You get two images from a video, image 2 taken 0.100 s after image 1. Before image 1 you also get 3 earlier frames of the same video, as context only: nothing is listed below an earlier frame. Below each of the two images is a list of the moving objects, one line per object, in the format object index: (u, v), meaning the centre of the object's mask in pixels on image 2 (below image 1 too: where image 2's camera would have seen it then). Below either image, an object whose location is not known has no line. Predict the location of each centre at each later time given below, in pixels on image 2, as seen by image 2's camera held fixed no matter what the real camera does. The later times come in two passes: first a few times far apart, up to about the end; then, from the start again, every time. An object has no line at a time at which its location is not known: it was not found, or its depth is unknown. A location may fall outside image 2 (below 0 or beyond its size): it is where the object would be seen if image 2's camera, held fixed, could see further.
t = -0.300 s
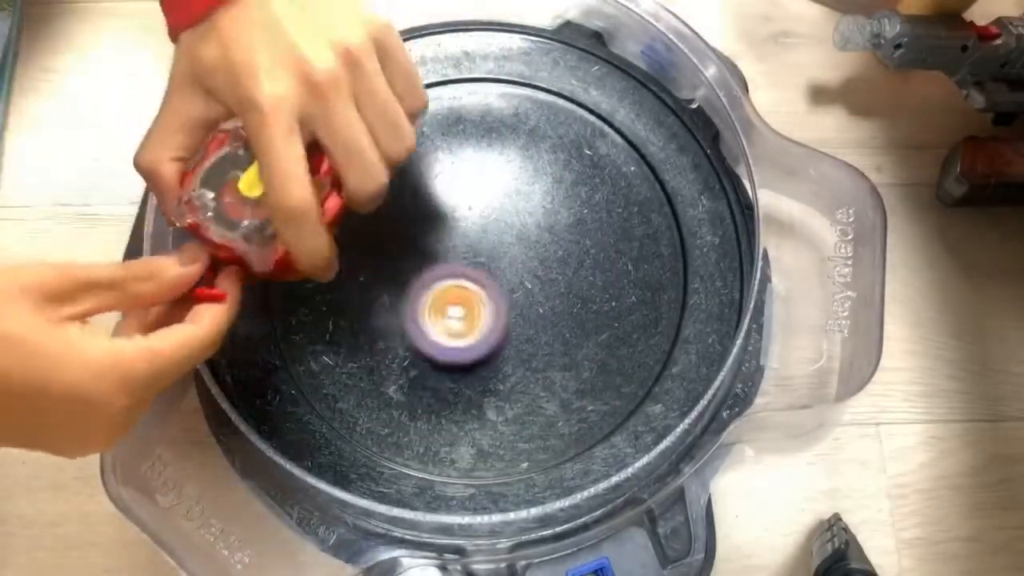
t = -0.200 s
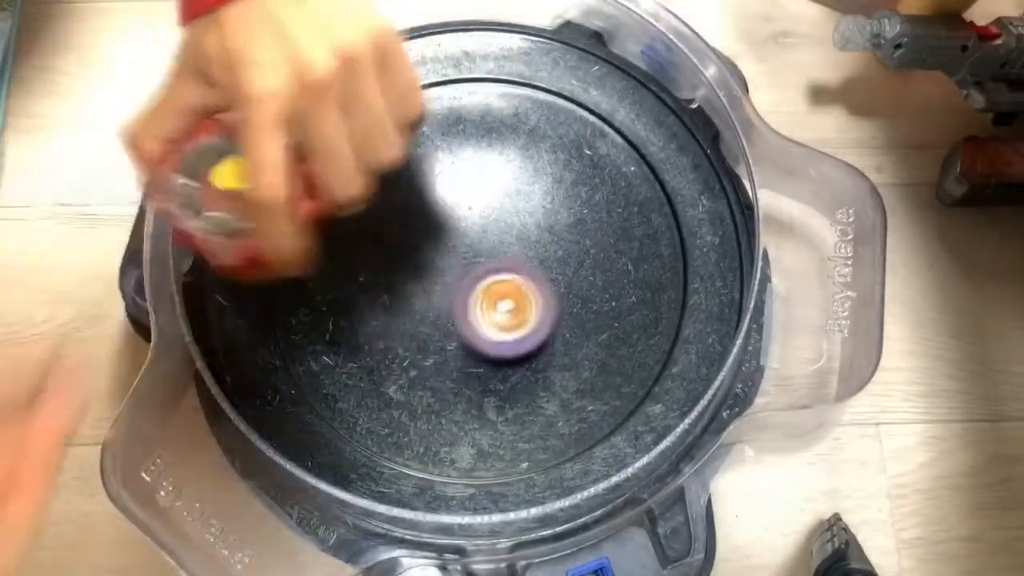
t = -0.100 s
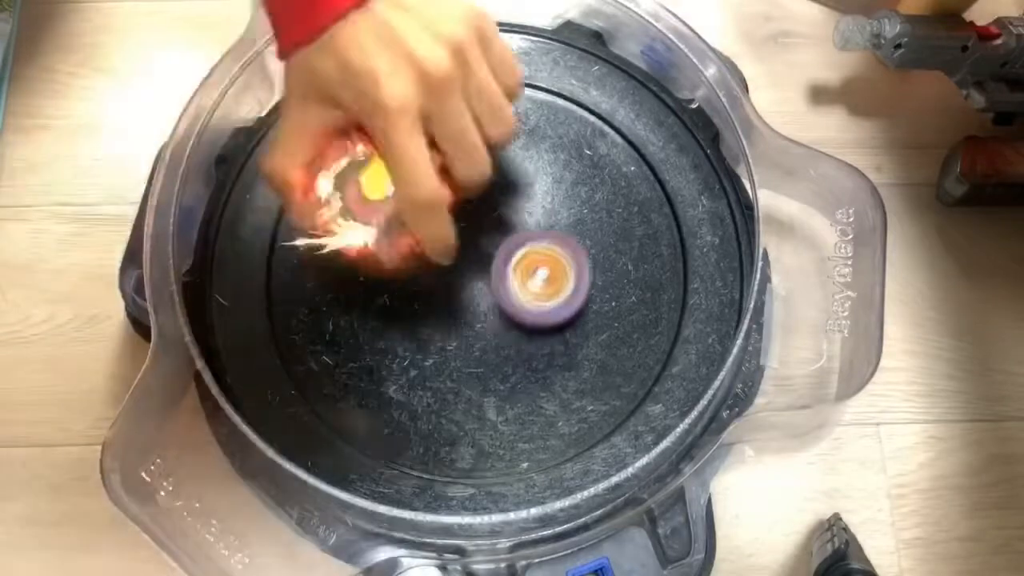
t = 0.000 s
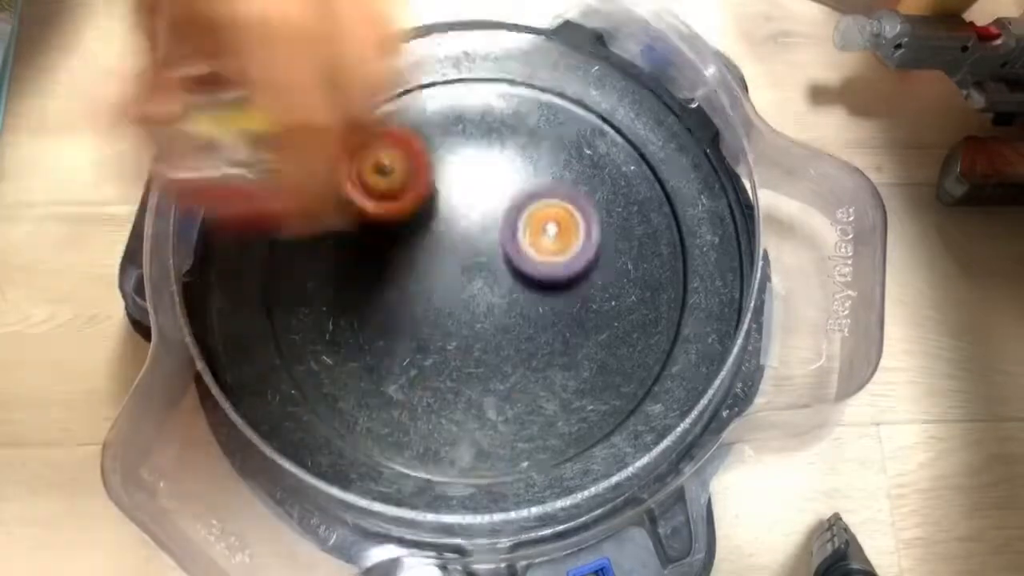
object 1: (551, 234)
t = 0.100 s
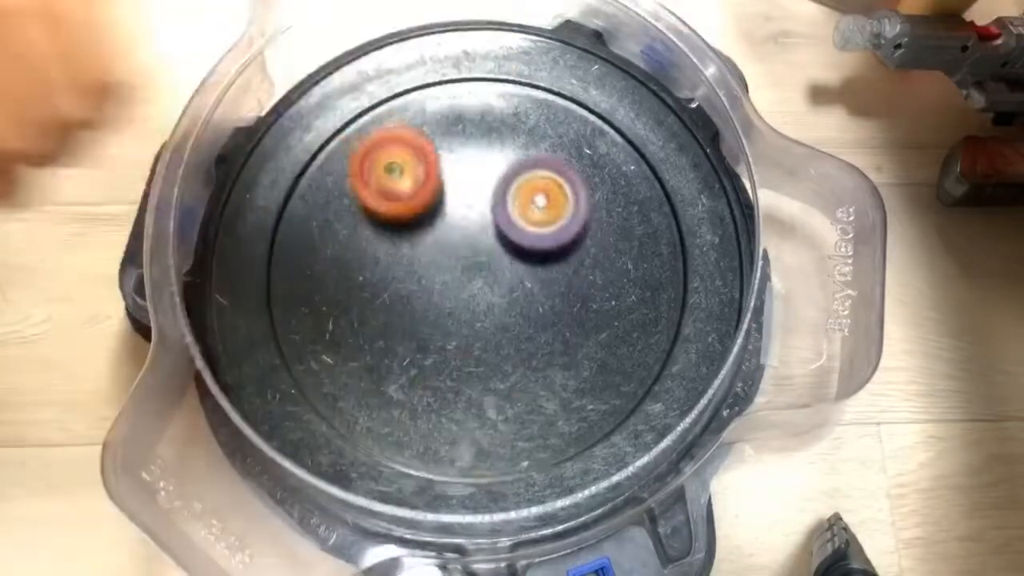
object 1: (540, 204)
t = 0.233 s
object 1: (505, 188)
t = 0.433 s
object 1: (446, 226)
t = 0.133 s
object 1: (532, 198)
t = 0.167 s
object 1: (524, 192)
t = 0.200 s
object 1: (514, 190)
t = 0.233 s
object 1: (505, 188)
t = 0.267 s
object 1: (493, 192)
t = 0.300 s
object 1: (483, 196)
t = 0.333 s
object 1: (472, 201)
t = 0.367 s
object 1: (462, 209)
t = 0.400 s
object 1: (453, 217)
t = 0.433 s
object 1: (446, 226)
